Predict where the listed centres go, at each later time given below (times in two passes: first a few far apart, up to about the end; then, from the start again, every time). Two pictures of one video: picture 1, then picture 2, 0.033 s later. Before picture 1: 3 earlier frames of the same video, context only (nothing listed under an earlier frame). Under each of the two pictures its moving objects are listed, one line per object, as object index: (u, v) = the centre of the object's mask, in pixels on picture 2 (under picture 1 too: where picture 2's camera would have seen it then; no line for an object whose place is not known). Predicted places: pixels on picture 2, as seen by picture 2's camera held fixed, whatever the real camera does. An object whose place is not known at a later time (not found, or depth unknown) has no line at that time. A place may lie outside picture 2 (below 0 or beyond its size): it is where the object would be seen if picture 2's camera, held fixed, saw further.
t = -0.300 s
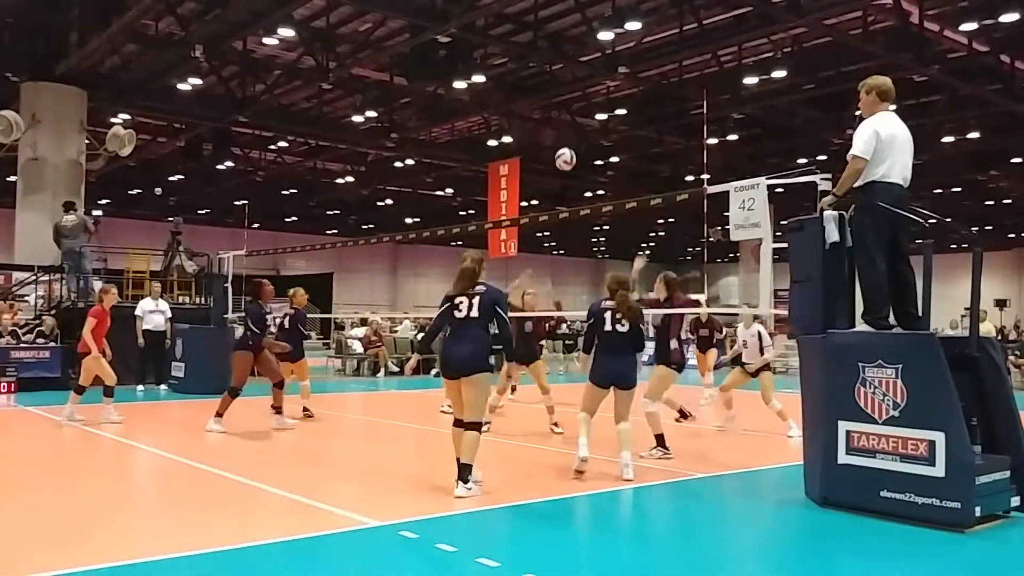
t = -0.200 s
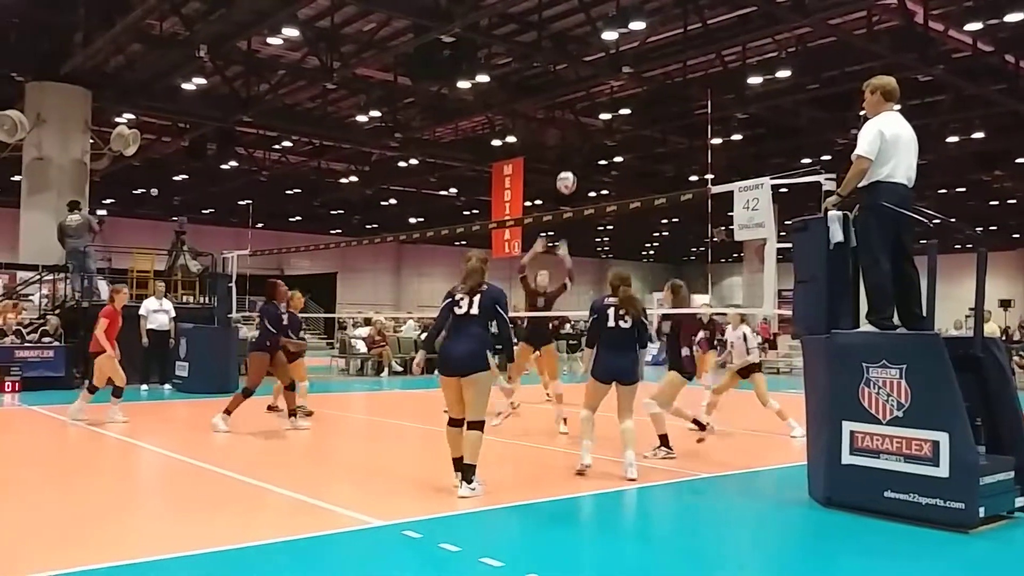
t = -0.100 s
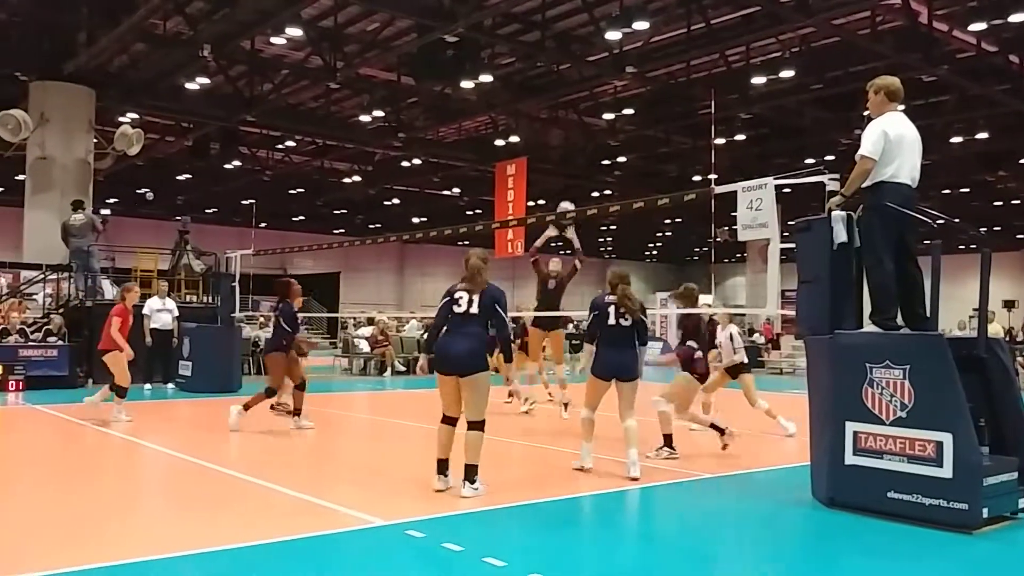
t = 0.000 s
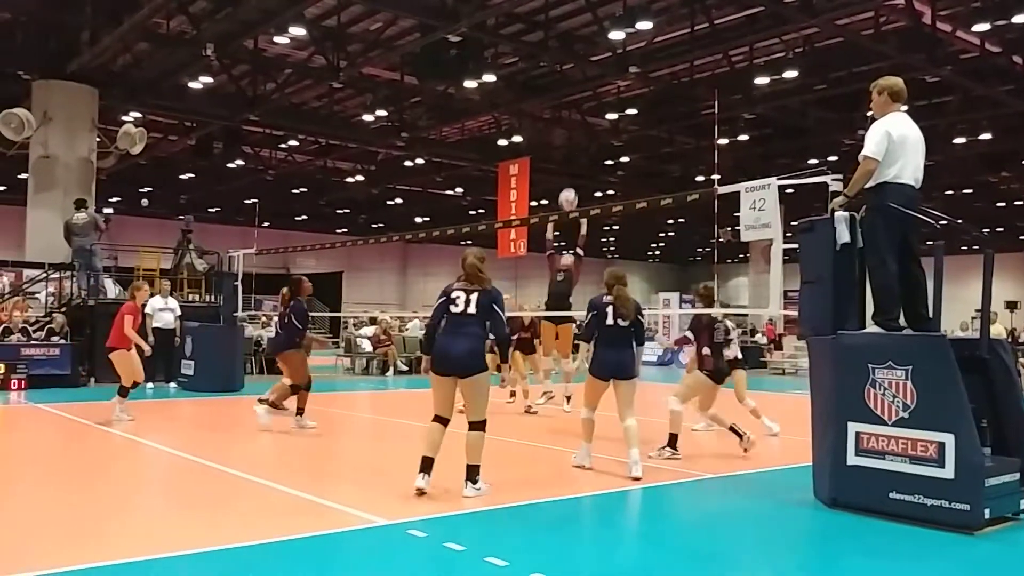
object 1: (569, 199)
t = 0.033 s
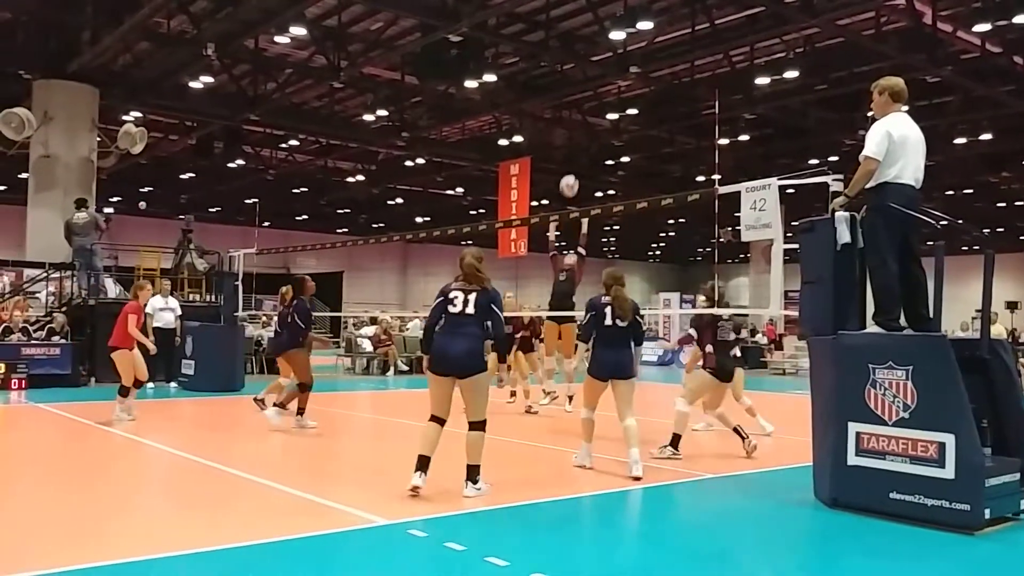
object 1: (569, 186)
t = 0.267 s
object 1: (572, 116)
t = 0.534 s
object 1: (573, 93)
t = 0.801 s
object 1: (574, 129)
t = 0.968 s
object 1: (574, 180)
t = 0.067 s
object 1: (569, 173)
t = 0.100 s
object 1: (570, 161)
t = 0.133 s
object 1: (570, 150)
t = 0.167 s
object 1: (571, 140)
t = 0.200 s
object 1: (571, 131)
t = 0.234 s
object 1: (571, 123)
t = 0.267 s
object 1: (572, 116)
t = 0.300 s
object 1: (572, 110)
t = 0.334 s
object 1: (573, 105)
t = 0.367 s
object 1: (573, 100)
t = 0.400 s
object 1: (573, 97)
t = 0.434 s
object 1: (573, 94)
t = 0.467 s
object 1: (573, 93)
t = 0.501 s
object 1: (573, 92)
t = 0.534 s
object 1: (573, 93)
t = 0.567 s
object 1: (574, 94)
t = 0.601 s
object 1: (574, 96)
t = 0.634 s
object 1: (574, 99)
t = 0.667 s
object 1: (574, 103)
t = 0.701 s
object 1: (574, 108)
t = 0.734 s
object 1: (574, 114)
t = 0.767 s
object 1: (574, 121)
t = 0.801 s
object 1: (574, 129)
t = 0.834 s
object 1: (574, 137)
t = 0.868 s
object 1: (574, 146)
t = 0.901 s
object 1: (574, 156)
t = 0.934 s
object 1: (574, 168)
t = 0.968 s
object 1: (574, 180)
